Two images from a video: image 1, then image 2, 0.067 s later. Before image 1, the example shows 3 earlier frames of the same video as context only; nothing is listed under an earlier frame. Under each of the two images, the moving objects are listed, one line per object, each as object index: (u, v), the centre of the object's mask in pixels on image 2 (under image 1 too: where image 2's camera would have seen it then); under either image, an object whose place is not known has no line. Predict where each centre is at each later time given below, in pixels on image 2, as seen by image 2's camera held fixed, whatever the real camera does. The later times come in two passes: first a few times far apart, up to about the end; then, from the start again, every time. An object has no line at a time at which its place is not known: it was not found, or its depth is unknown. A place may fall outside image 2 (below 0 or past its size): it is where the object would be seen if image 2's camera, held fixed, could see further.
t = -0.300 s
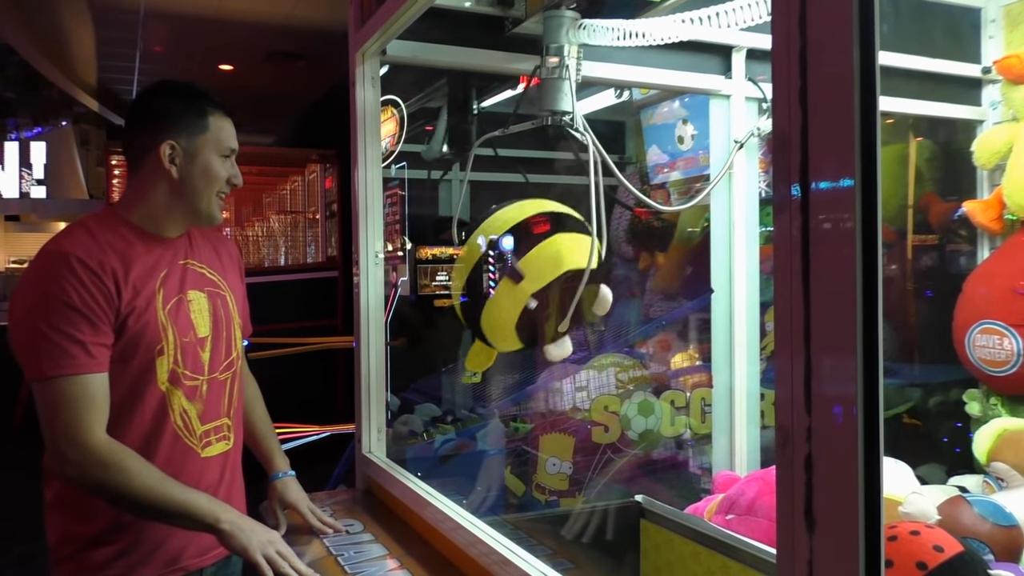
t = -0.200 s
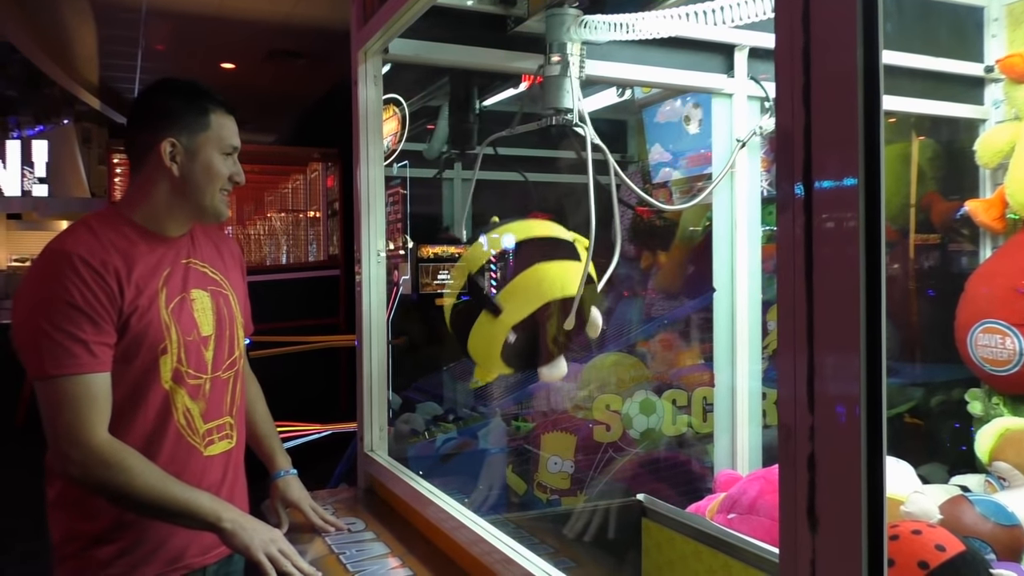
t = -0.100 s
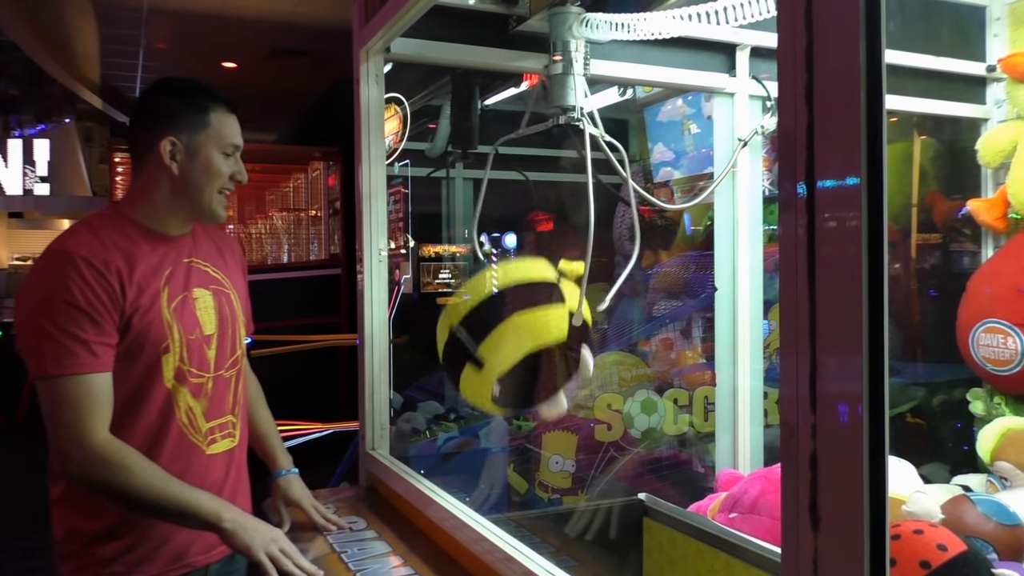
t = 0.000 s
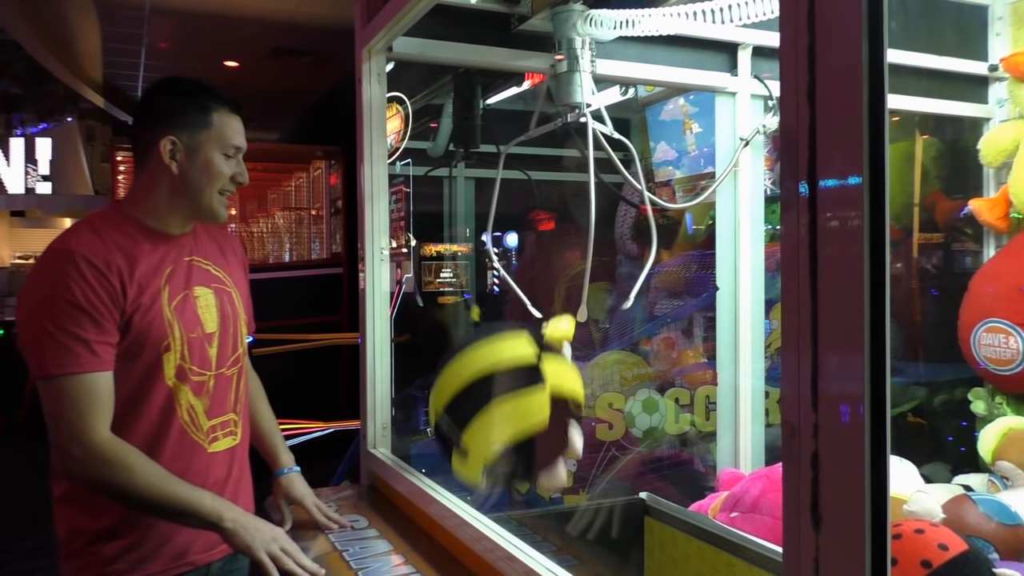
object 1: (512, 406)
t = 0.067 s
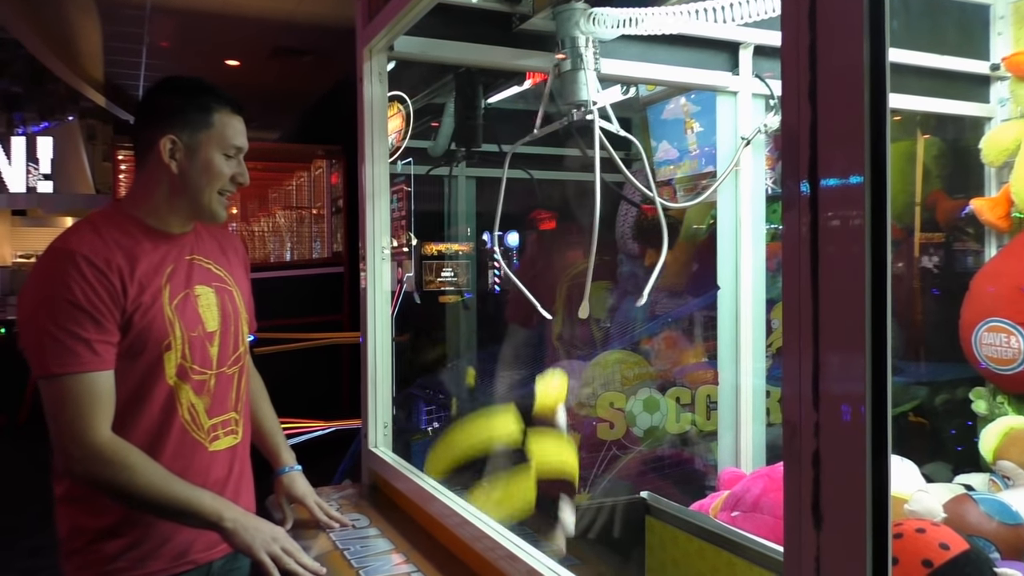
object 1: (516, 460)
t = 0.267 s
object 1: (613, 426)
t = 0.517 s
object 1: (720, 482)
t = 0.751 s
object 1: (731, 496)
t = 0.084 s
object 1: (519, 470)
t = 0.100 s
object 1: (518, 468)
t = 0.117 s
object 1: (528, 469)
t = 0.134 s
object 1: (537, 464)
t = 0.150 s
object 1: (546, 459)
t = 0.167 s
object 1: (554, 455)
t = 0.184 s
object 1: (561, 445)
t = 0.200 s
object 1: (572, 439)
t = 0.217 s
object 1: (583, 435)
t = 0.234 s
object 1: (591, 430)
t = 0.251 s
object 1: (602, 428)
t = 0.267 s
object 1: (613, 426)
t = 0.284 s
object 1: (621, 427)
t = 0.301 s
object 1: (631, 428)
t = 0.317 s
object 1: (642, 428)
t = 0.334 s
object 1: (651, 431)
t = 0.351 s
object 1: (661, 435)
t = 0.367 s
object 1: (668, 439)
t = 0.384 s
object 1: (675, 444)
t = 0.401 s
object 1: (683, 450)
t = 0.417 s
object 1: (691, 456)
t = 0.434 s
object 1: (699, 464)
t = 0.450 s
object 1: (707, 473)
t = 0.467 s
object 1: (713, 482)
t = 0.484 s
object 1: (718, 490)
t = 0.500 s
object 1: (721, 486)
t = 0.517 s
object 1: (720, 482)
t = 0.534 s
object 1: (721, 477)
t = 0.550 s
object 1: (722, 473)
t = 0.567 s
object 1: (722, 469)
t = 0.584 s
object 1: (723, 467)
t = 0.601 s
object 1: (723, 465)
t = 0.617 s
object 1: (724, 465)
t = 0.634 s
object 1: (725, 466)
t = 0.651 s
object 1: (725, 468)
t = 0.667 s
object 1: (726, 471)
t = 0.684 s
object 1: (728, 475)
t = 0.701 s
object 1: (728, 480)
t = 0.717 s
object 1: (729, 487)
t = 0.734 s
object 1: (730, 493)
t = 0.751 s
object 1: (731, 496)
